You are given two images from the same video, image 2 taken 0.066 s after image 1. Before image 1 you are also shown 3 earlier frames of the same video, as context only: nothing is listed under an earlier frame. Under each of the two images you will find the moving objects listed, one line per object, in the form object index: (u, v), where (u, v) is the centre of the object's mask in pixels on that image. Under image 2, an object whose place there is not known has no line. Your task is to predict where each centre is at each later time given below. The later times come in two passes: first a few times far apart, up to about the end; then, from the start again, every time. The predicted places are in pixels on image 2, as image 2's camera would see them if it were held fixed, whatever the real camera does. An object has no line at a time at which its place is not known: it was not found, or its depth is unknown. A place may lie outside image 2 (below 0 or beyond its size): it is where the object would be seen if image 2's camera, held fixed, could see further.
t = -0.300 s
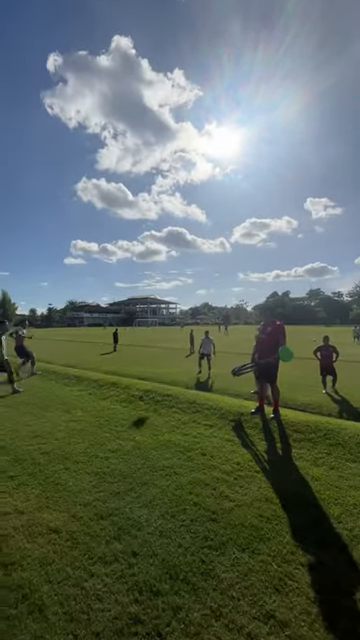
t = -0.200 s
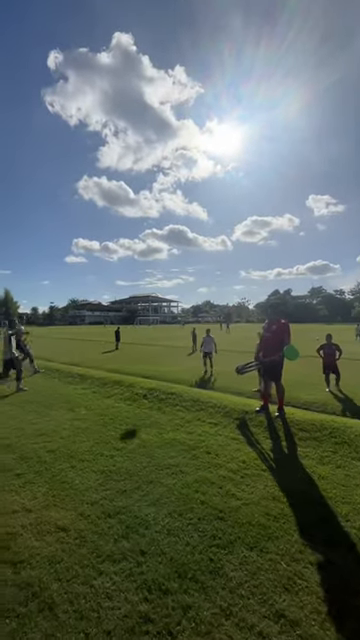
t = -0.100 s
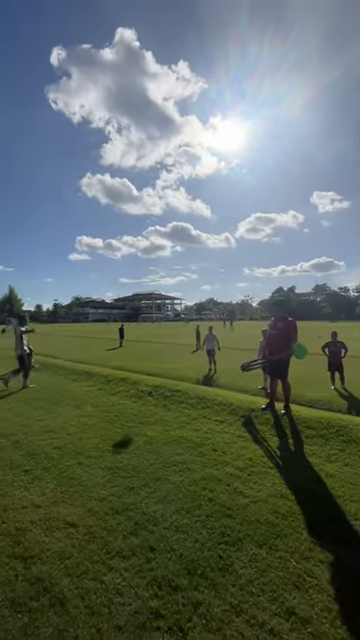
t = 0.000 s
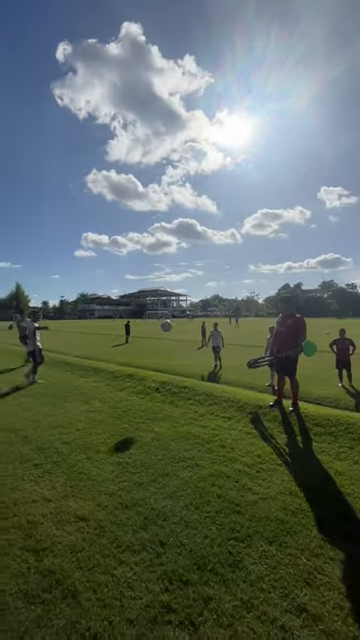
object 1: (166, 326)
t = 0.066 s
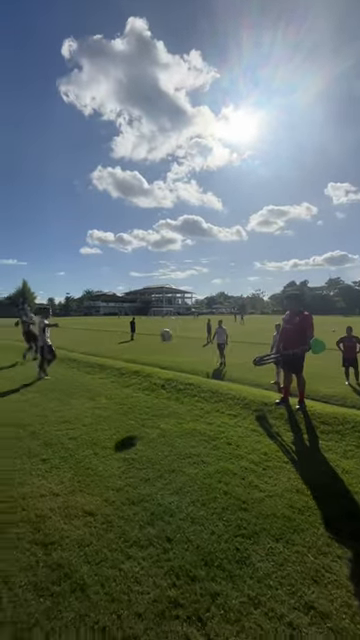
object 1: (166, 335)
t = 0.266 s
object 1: (141, 400)
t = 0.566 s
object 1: (106, 388)
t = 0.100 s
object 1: (163, 343)
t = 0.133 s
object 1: (159, 351)
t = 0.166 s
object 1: (155, 361)
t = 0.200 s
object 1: (151, 371)
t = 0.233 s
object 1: (146, 386)
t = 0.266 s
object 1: (141, 400)
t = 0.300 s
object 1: (134, 418)
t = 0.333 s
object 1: (132, 416)
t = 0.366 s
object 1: (129, 411)
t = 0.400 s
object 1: (126, 405)
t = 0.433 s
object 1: (121, 400)
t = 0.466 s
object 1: (118, 396)
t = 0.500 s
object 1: (114, 394)
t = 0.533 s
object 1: (109, 391)
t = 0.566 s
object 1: (106, 388)
